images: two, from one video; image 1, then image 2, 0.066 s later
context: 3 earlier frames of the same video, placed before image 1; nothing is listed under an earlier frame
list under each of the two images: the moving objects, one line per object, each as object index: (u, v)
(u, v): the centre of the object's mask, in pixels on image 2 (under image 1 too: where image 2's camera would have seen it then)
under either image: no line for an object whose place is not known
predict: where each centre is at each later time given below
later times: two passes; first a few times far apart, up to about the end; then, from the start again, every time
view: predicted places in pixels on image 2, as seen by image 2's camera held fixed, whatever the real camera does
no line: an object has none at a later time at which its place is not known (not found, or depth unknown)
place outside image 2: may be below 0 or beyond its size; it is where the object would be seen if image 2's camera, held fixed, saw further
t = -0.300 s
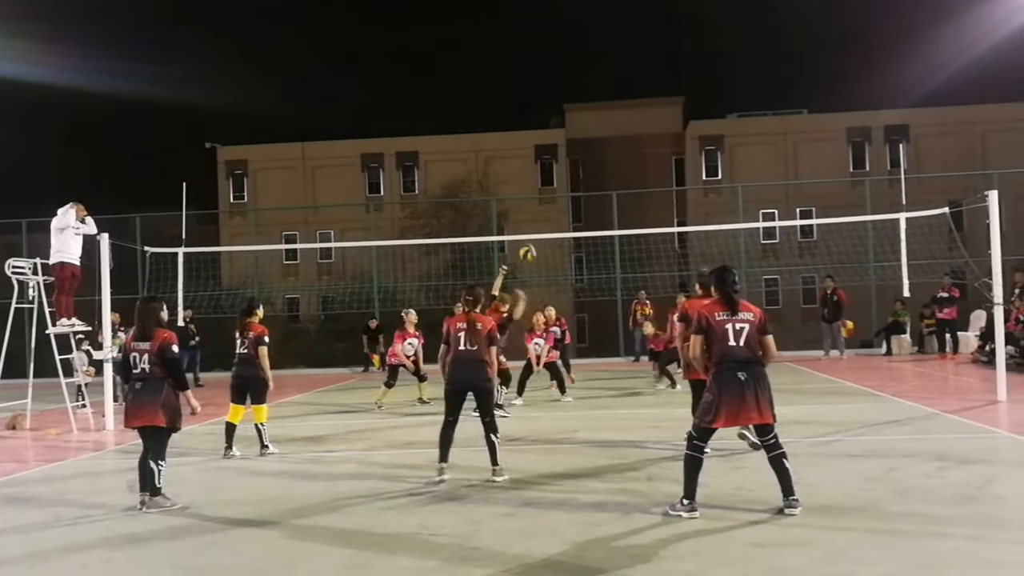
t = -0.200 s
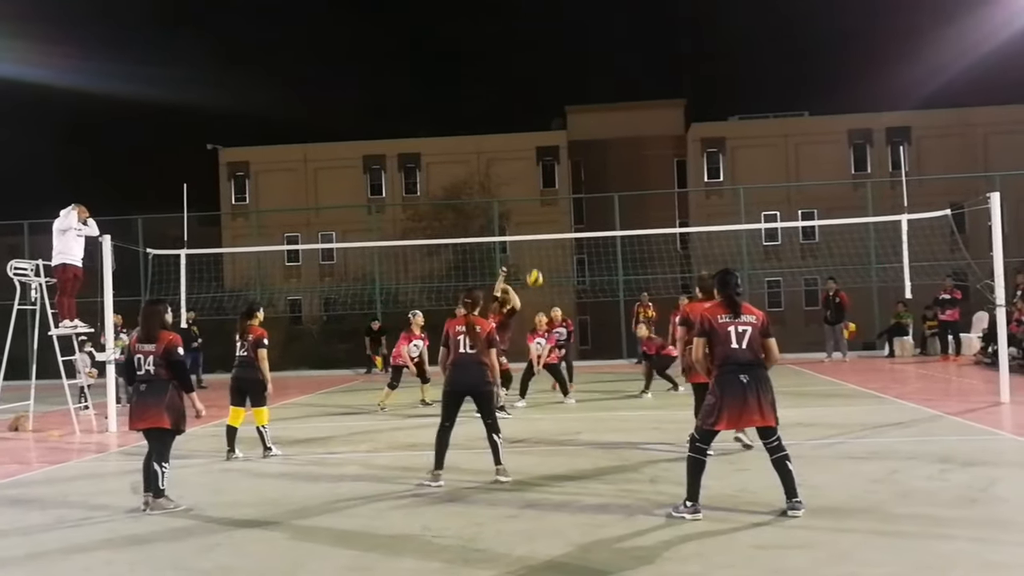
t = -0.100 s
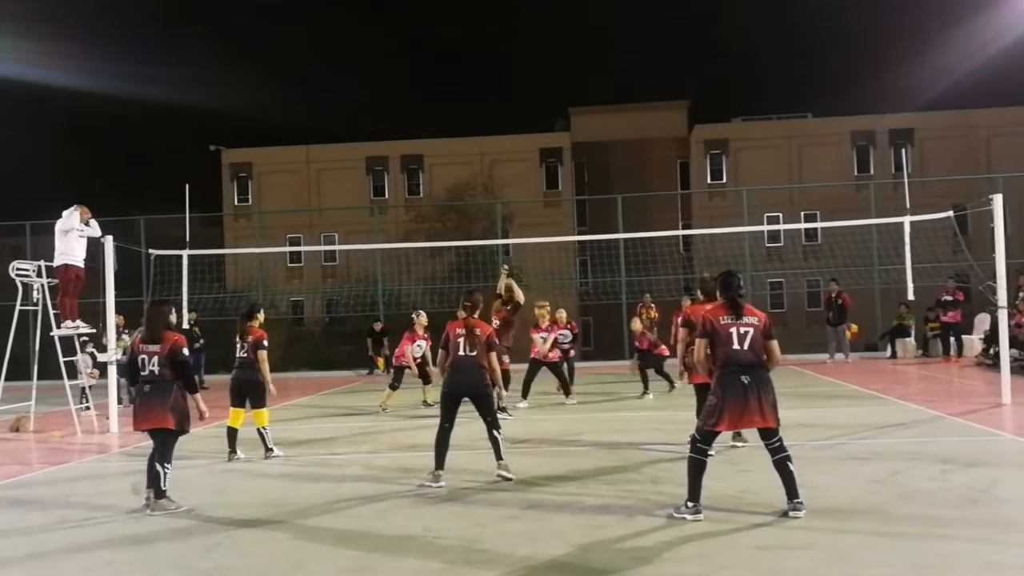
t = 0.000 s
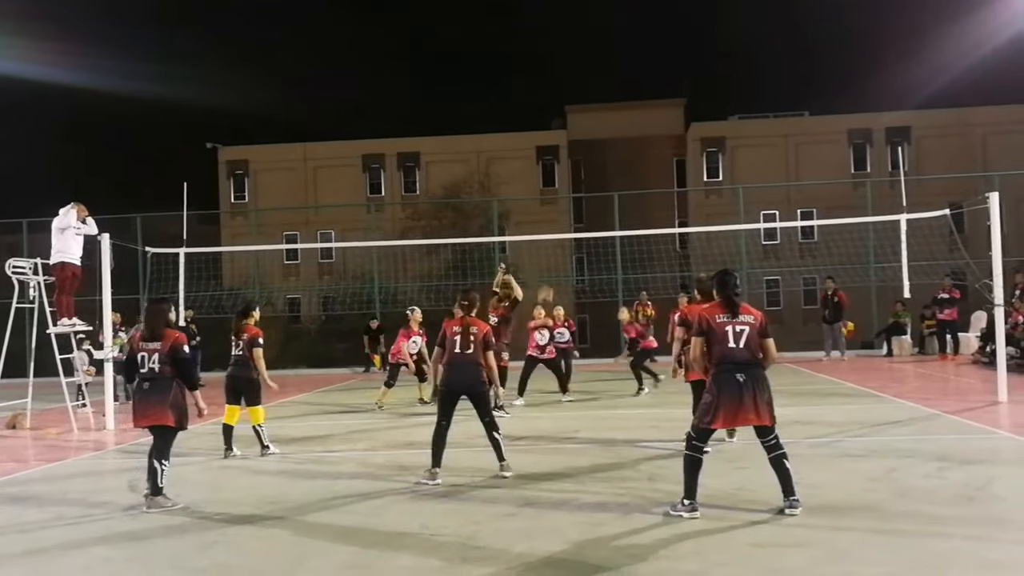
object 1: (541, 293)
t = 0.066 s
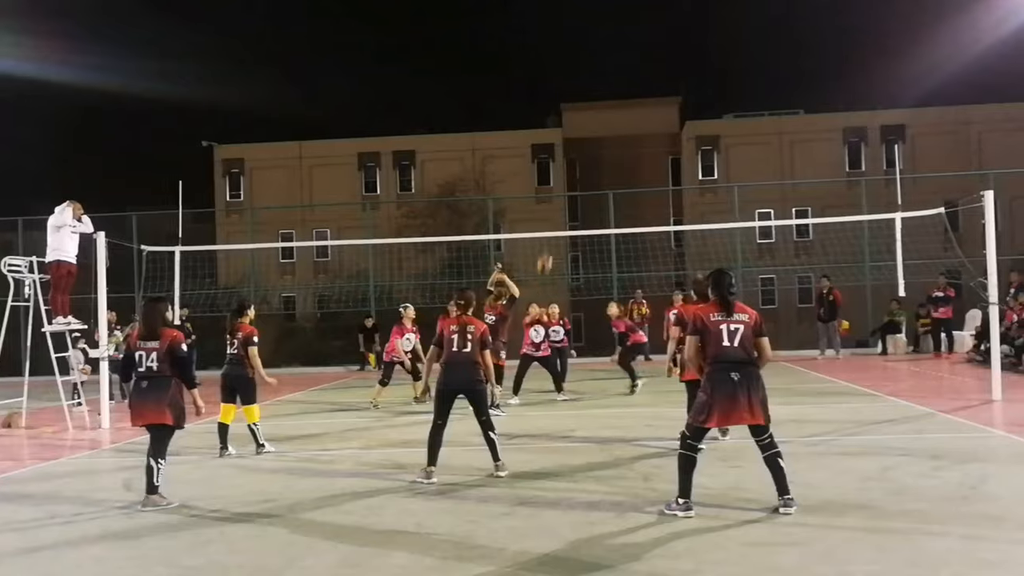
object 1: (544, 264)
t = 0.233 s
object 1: (558, 201)
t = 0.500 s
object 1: (578, 142)
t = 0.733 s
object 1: (599, 132)
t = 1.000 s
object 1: (623, 167)
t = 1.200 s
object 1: (640, 222)
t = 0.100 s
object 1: (546, 250)
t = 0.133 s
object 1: (549, 236)
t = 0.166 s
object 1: (552, 222)
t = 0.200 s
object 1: (555, 211)
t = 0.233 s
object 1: (558, 201)
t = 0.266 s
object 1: (560, 190)
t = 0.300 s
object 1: (563, 180)
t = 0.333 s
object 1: (565, 172)
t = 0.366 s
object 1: (568, 164)
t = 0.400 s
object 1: (570, 158)
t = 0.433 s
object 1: (573, 151)
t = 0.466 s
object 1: (575, 146)
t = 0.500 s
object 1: (578, 142)
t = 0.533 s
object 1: (582, 138)
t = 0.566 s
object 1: (584, 135)
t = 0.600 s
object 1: (587, 133)
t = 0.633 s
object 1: (589, 132)
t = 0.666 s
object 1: (593, 131)
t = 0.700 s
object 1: (597, 131)
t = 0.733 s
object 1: (599, 132)
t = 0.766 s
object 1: (602, 134)
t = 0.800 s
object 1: (605, 136)
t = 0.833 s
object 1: (609, 140)
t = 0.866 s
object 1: (612, 144)
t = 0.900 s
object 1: (614, 149)
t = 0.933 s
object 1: (617, 154)
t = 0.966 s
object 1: (620, 160)
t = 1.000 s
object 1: (623, 167)
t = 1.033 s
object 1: (626, 175)
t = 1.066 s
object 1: (629, 183)
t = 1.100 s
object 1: (631, 192)
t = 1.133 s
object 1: (634, 202)
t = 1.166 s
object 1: (637, 212)
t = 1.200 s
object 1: (640, 222)
